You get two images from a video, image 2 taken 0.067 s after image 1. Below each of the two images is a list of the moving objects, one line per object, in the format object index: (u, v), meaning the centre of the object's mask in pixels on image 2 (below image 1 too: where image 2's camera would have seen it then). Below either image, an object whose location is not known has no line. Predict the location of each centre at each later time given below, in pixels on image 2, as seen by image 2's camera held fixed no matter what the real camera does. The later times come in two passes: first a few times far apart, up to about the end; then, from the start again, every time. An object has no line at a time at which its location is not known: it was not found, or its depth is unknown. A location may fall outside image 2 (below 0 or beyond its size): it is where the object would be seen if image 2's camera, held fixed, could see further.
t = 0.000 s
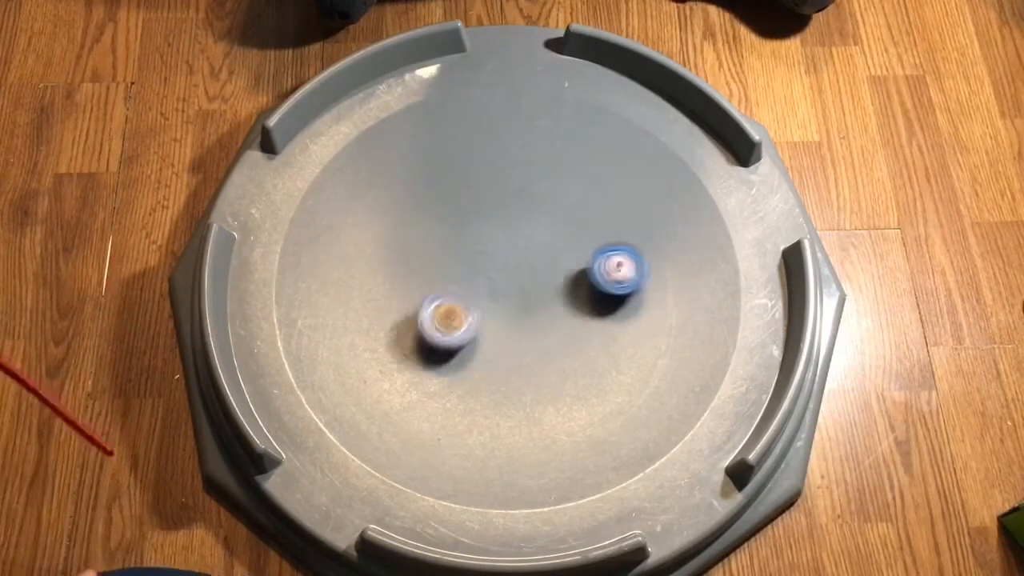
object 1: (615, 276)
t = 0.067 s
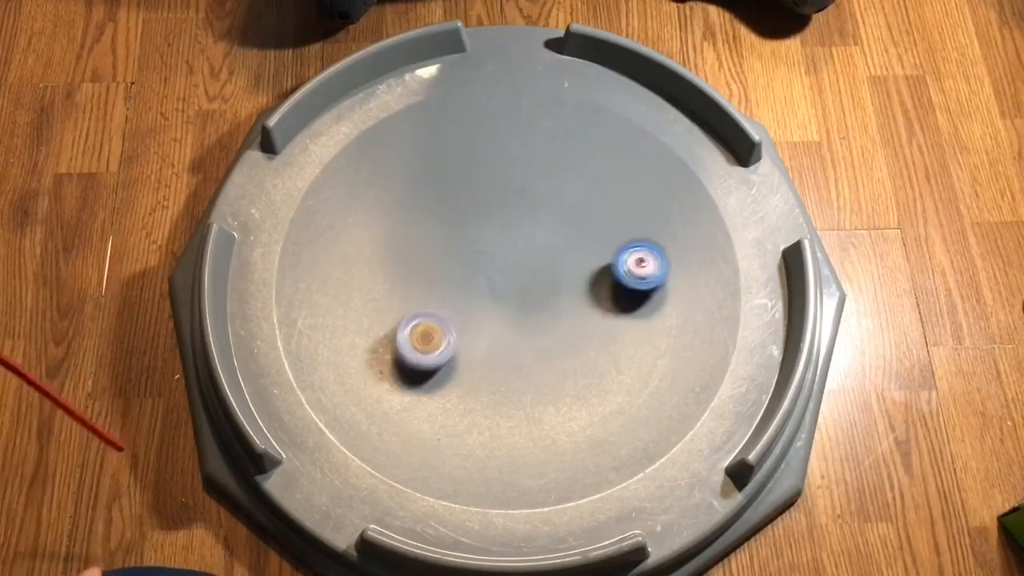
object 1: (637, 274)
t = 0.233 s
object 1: (647, 276)
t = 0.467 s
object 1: (638, 284)
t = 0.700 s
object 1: (622, 289)
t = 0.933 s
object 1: (604, 294)
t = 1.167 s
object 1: (632, 288)
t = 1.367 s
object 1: (703, 275)
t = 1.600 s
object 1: (692, 281)
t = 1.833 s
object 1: (655, 282)
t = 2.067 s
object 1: (617, 283)
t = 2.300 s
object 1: (667, 288)
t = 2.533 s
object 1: (681, 295)
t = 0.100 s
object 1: (643, 273)
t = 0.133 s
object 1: (647, 273)
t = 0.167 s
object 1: (648, 273)
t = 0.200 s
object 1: (648, 275)
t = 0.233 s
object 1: (647, 276)
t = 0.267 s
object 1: (647, 277)
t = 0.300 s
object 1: (645, 279)
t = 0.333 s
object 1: (644, 280)
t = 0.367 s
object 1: (643, 281)
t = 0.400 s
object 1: (641, 282)
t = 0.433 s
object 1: (639, 284)
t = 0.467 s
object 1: (638, 284)
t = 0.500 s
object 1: (636, 285)
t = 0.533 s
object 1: (634, 286)
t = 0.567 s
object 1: (632, 286)
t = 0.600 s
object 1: (629, 287)
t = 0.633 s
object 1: (627, 288)
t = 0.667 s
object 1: (625, 288)
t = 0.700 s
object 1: (622, 289)
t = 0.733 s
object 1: (620, 289)
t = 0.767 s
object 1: (618, 290)
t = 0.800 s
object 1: (615, 291)
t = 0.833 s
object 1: (612, 291)
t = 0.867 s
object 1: (609, 292)
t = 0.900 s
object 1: (607, 293)
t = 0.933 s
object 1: (604, 294)
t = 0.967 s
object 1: (601, 293)
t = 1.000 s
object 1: (598, 294)
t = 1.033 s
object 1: (596, 295)
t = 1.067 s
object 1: (593, 296)
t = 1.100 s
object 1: (589, 298)
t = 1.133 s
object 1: (608, 292)
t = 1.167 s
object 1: (632, 288)
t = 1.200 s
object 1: (654, 282)
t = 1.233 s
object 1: (672, 279)
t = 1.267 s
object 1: (684, 279)
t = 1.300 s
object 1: (697, 273)
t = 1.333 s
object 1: (700, 275)
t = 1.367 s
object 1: (703, 275)
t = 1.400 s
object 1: (704, 276)
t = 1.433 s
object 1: (703, 277)
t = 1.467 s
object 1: (702, 277)
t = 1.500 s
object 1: (701, 278)
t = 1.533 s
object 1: (699, 279)
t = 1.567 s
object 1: (696, 280)
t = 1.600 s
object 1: (692, 281)
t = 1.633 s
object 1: (687, 281)
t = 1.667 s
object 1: (683, 281)
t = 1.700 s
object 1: (677, 281)
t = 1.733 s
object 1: (672, 282)
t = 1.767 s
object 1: (667, 282)
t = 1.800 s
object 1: (661, 282)
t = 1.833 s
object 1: (655, 282)
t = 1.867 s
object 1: (650, 282)
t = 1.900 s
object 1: (644, 282)
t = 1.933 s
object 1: (639, 283)
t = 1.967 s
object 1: (634, 283)
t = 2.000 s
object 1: (629, 282)
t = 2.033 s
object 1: (623, 283)
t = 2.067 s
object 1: (617, 283)
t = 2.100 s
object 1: (609, 283)
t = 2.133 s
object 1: (601, 284)
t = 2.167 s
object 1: (598, 284)
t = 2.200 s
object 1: (617, 284)
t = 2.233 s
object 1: (636, 284)
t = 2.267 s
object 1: (654, 285)
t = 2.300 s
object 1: (667, 288)
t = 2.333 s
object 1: (676, 289)
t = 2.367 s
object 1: (682, 290)
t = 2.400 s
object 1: (683, 291)
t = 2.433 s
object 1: (684, 291)
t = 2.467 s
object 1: (683, 293)
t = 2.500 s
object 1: (682, 294)
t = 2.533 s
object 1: (681, 295)
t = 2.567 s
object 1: (679, 296)
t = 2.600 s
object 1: (676, 297)
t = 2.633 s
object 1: (673, 298)
